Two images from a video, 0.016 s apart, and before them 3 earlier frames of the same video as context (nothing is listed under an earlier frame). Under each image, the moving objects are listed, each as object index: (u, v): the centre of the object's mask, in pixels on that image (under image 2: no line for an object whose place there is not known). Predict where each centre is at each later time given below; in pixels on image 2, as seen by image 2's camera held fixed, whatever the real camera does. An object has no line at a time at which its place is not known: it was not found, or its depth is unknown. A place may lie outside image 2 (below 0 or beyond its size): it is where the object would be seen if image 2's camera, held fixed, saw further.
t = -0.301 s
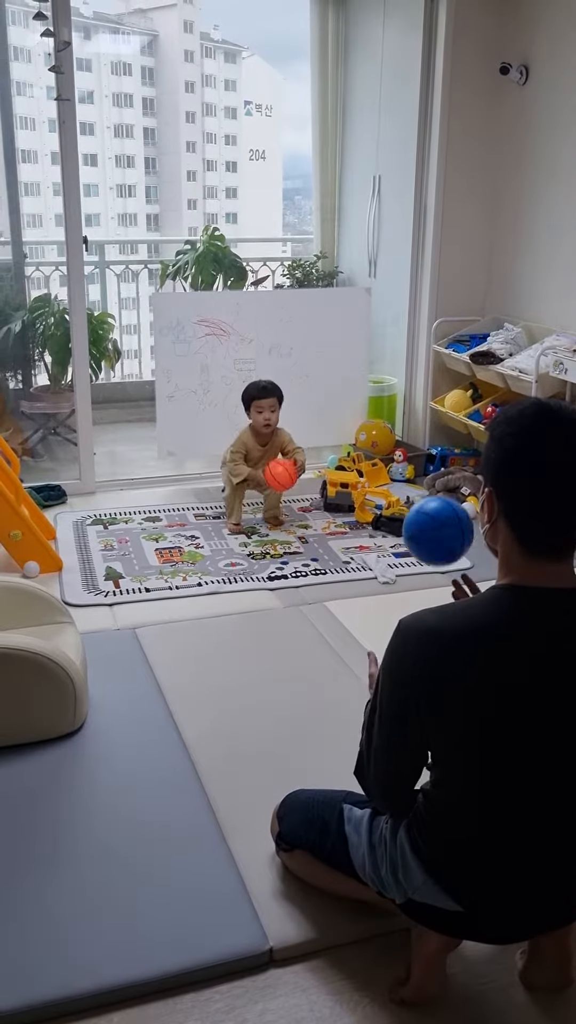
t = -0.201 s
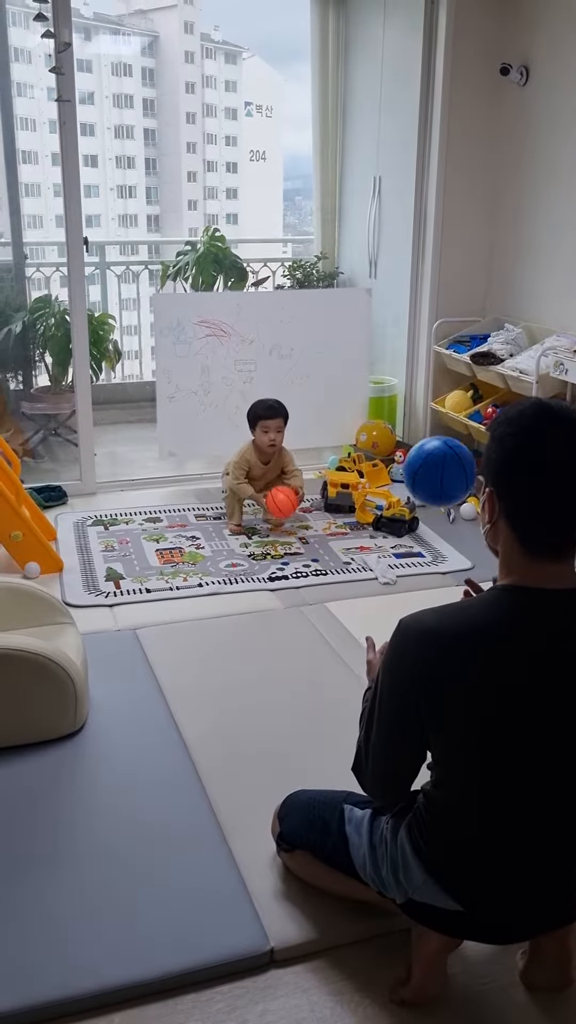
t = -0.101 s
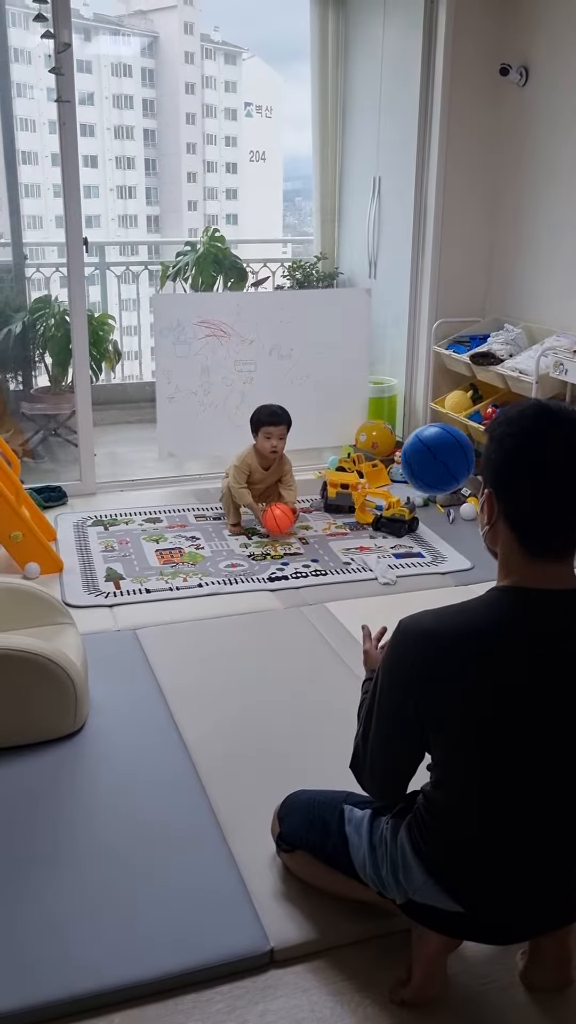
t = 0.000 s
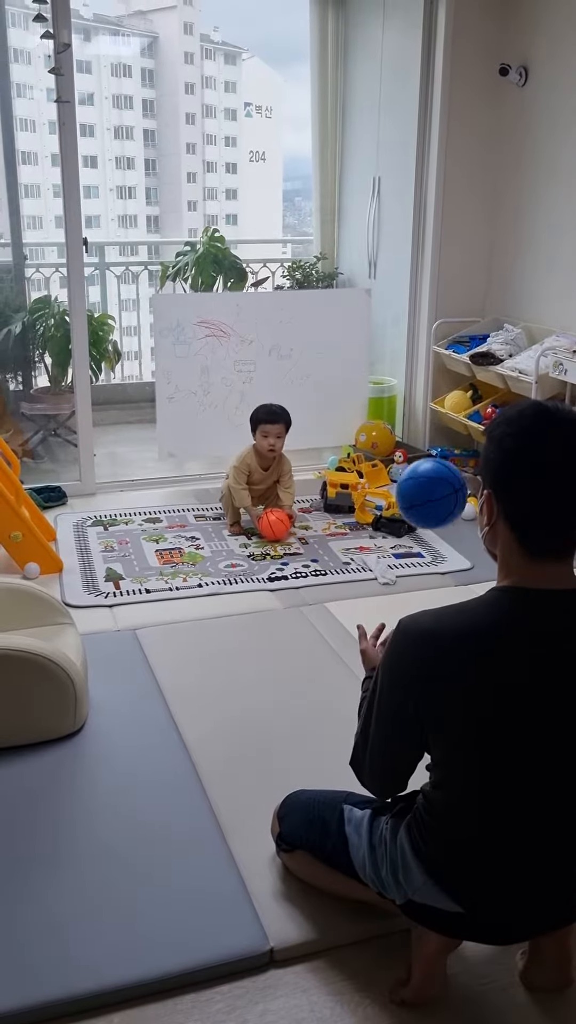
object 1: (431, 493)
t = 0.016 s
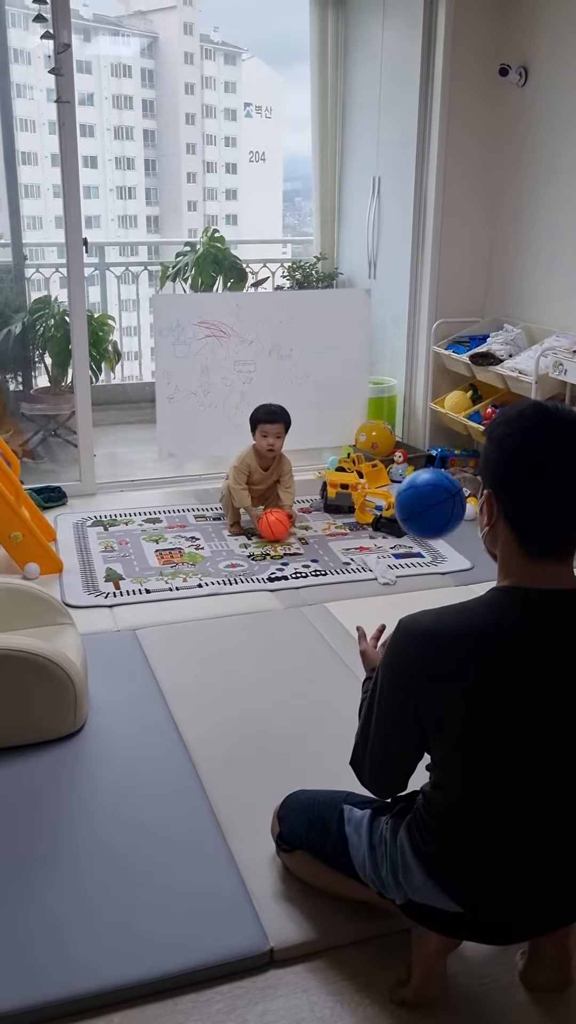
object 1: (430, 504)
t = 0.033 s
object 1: (429, 516)
